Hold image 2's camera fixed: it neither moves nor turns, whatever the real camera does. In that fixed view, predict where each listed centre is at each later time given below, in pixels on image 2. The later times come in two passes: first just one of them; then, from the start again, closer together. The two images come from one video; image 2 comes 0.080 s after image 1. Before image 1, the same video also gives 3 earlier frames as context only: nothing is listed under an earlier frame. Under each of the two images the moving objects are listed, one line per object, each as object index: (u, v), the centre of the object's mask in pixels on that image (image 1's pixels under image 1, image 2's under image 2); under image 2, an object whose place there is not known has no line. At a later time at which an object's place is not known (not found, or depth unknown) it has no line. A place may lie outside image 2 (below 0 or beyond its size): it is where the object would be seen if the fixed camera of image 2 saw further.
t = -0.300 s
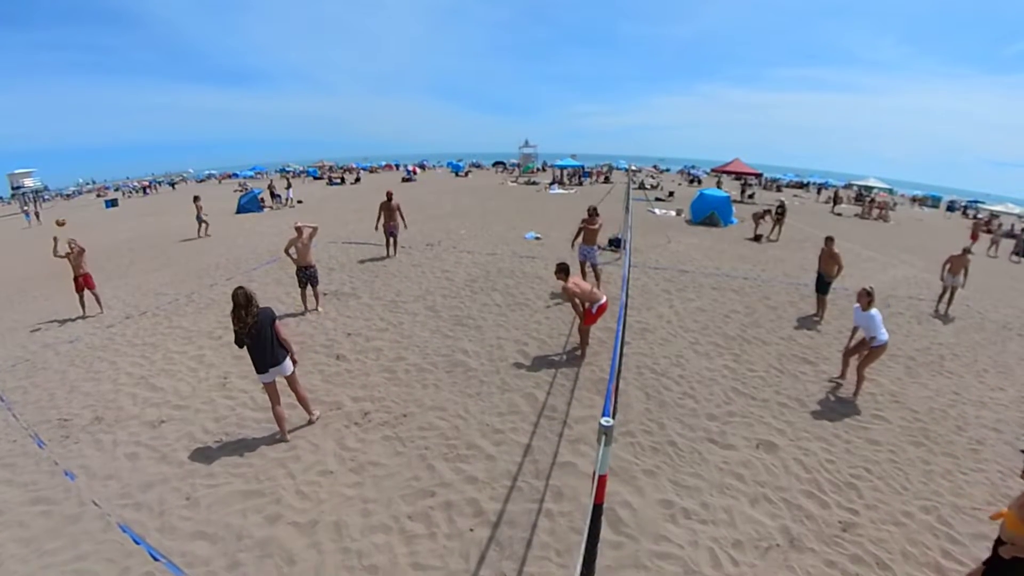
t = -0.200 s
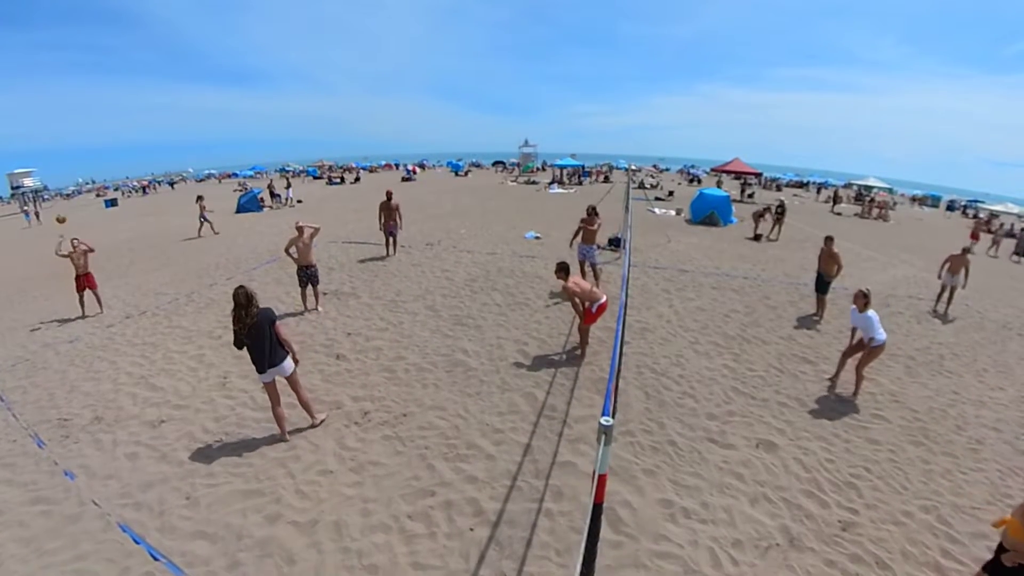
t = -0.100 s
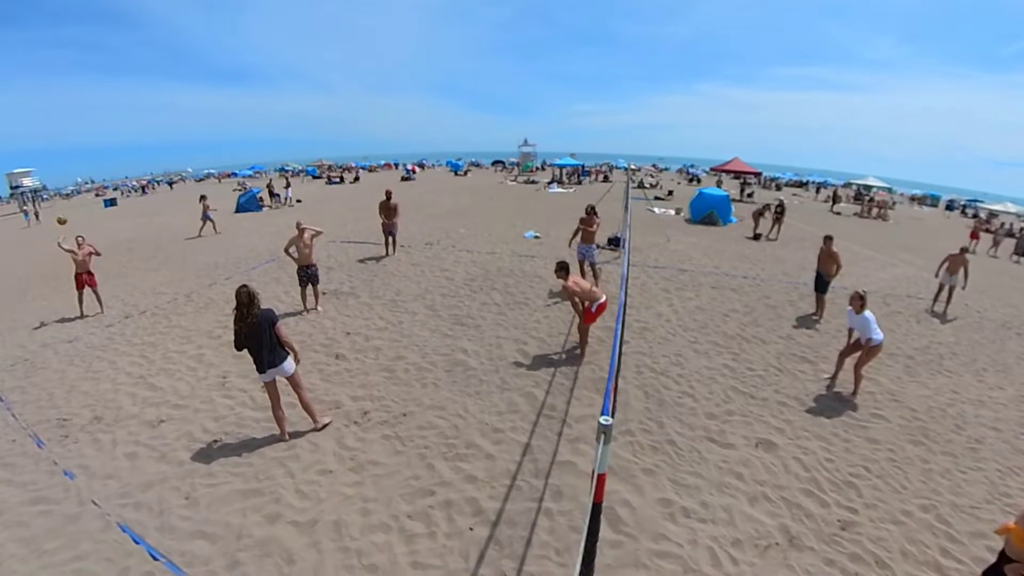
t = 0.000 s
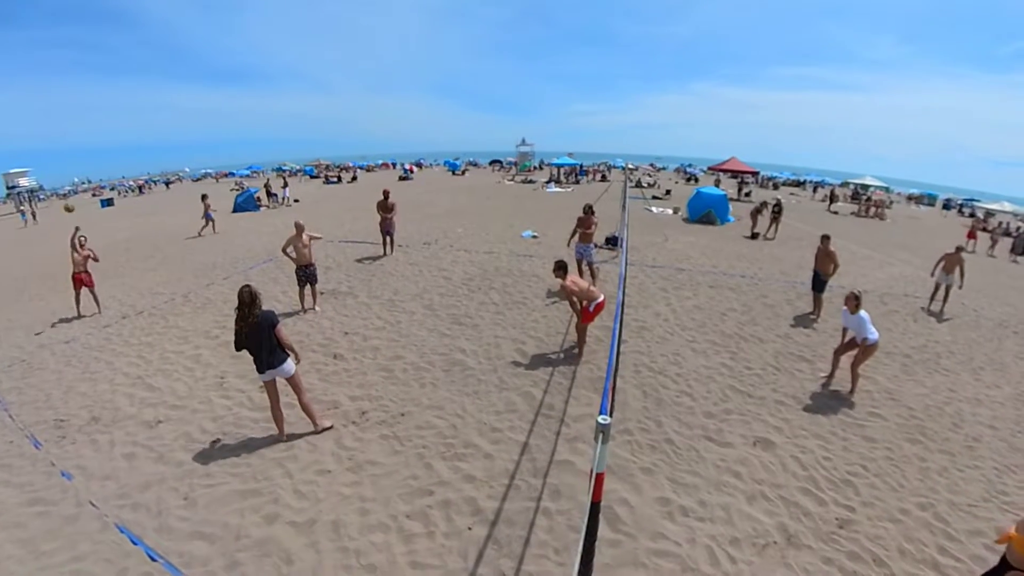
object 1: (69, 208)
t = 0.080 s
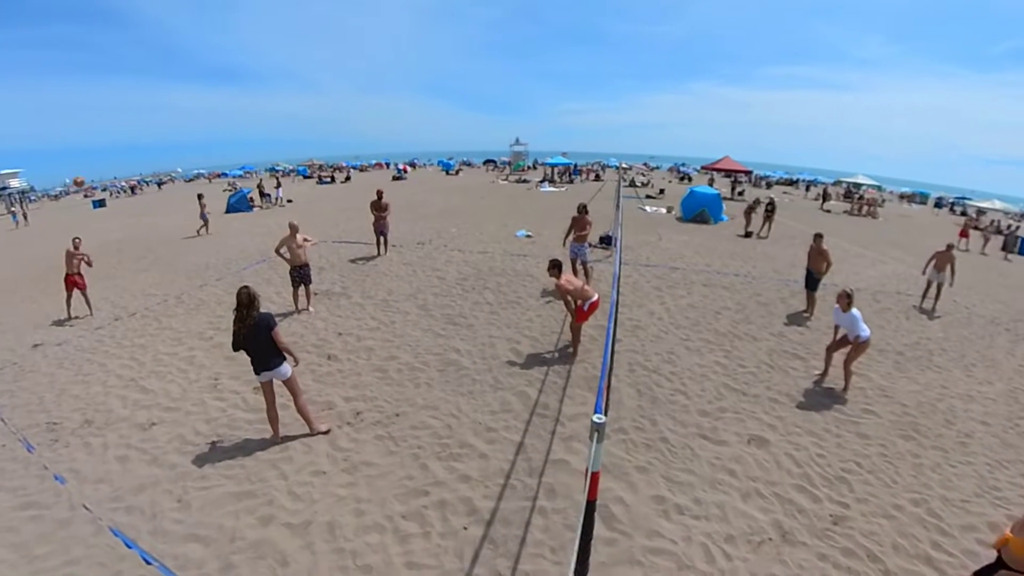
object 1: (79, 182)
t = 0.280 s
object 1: (145, 109)
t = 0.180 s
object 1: (107, 146)
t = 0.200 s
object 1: (114, 139)
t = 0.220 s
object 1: (121, 132)
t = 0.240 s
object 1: (129, 124)
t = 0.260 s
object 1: (137, 117)
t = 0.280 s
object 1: (145, 109)
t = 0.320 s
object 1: (165, 94)
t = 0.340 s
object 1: (175, 87)
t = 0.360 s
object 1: (185, 80)
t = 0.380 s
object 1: (197, 72)
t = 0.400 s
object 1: (209, 65)
